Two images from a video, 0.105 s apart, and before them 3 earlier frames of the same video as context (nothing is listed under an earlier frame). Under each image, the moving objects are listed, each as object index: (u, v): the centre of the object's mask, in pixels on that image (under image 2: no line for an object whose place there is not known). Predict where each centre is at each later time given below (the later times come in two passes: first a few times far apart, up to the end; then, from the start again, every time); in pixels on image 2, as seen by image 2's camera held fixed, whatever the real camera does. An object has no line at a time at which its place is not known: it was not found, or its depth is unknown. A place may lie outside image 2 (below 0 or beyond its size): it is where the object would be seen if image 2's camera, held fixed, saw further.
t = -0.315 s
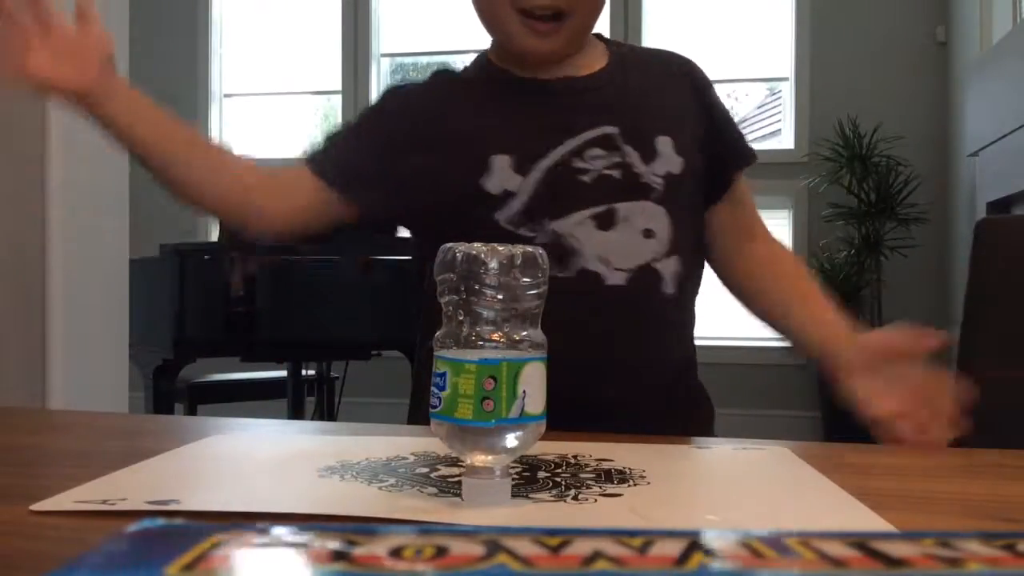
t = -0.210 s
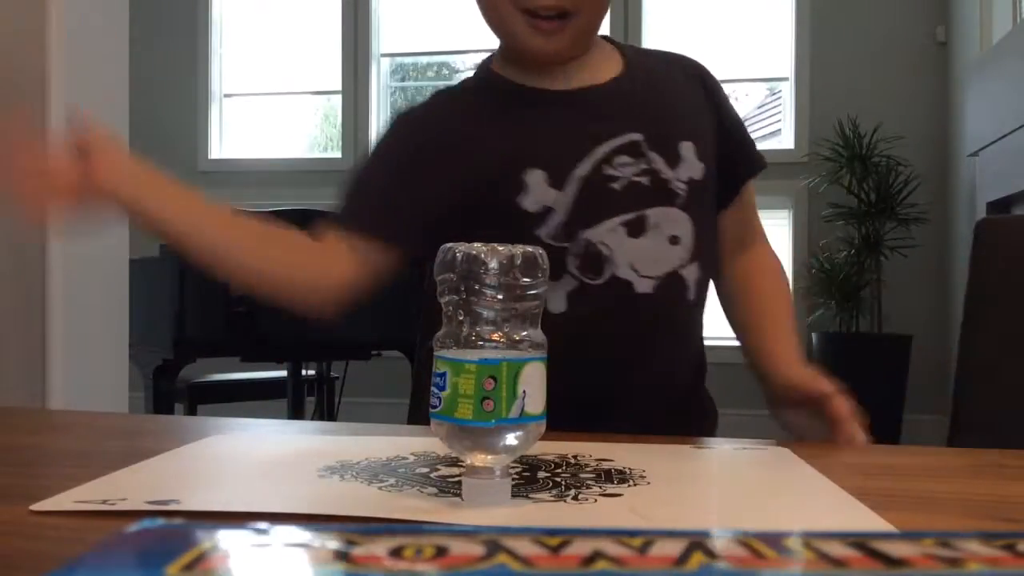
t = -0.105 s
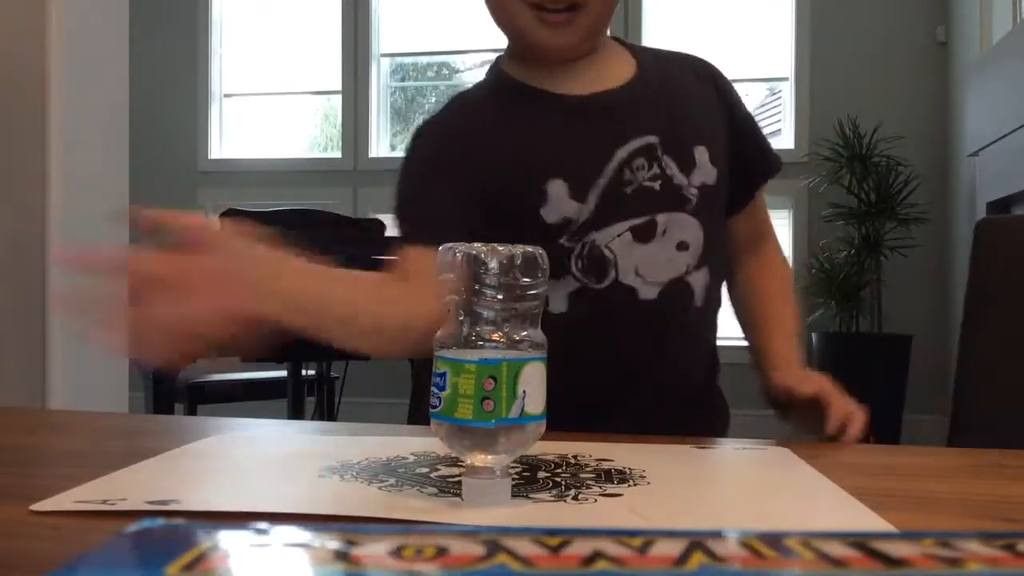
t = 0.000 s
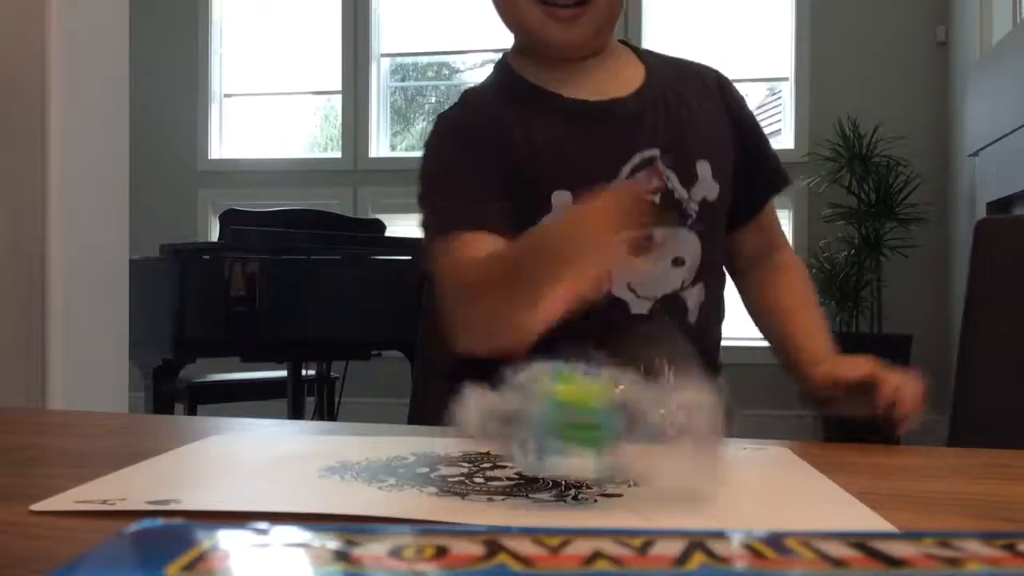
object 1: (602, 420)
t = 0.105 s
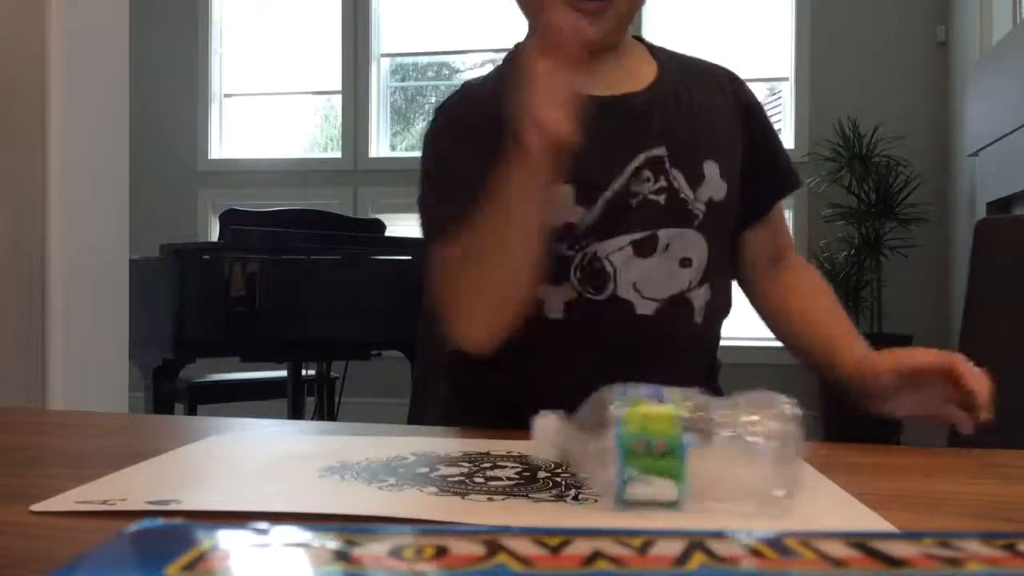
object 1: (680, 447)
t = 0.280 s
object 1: (798, 454)
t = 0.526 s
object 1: (906, 455)
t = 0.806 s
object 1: (916, 455)
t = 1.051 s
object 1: (916, 455)
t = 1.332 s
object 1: (916, 455)
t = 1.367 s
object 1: (916, 455)
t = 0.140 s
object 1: (702, 448)
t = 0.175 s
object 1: (731, 449)
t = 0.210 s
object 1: (756, 451)
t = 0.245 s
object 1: (780, 451)
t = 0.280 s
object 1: (798, 454)
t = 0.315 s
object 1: (820, 454)
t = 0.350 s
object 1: (839, 455)
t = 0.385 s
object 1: (859, 456)
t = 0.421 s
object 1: (886, 454)
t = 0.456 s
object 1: (895, 455)
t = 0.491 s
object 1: (901, 455)
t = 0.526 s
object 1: (906, 455)
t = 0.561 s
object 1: (910, 455)
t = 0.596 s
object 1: (912, 455)
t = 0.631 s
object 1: (914, 455)
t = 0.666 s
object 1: (915, 455)
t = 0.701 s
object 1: (916, 455)
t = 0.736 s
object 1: (916, 455)
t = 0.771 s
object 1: (916, 455)
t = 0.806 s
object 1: (916, 455)
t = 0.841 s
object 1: (916, 455)
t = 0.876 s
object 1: (916, 455)
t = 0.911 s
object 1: (916, 455)
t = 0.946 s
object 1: (916, 455)
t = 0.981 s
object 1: (916, 455)
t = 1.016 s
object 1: (916, 455)
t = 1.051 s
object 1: (916, 455)
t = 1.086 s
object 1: (916, 455)
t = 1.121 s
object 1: (916, 455)
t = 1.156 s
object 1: (916, 455)
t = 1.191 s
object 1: (916, 455)
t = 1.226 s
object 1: (916, 455)
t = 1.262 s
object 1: (916, 455)
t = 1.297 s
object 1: (916, 455)
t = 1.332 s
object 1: (916, 455)
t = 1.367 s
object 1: (916, 455)
